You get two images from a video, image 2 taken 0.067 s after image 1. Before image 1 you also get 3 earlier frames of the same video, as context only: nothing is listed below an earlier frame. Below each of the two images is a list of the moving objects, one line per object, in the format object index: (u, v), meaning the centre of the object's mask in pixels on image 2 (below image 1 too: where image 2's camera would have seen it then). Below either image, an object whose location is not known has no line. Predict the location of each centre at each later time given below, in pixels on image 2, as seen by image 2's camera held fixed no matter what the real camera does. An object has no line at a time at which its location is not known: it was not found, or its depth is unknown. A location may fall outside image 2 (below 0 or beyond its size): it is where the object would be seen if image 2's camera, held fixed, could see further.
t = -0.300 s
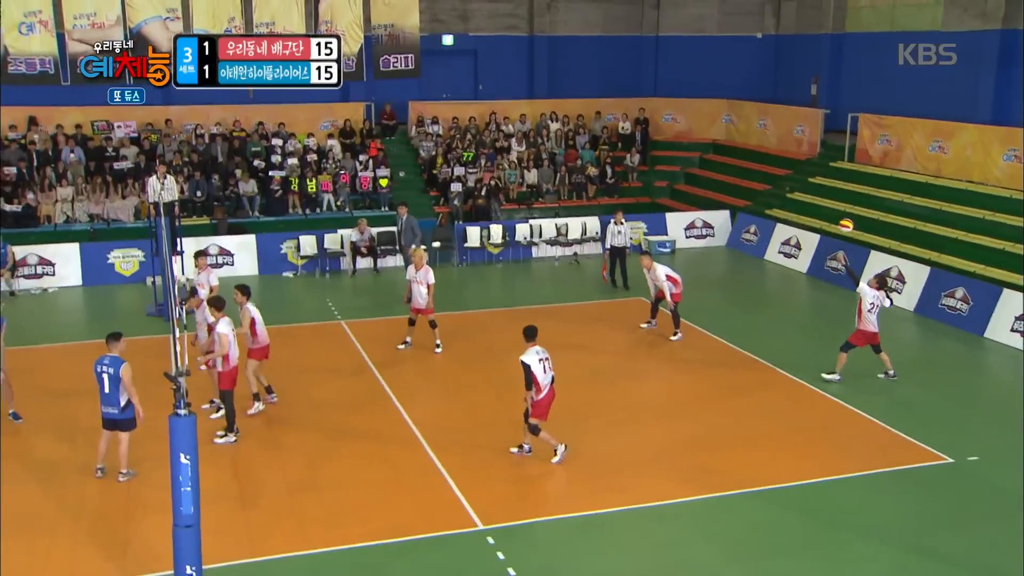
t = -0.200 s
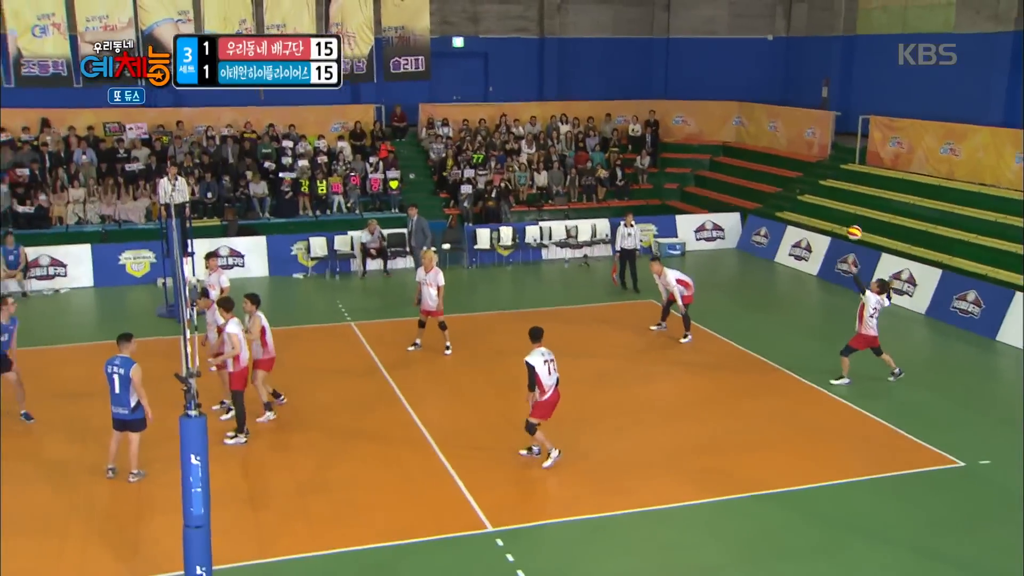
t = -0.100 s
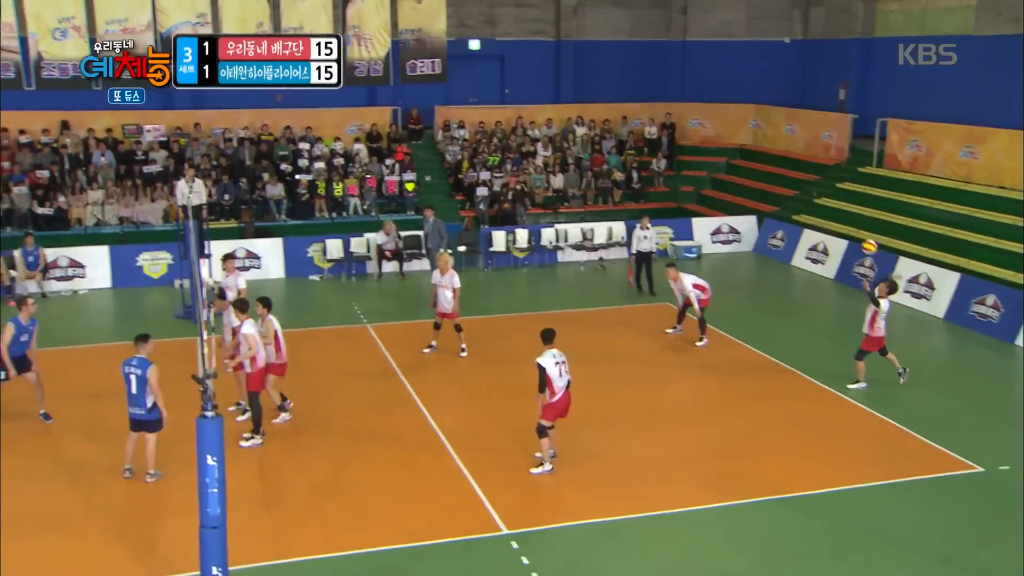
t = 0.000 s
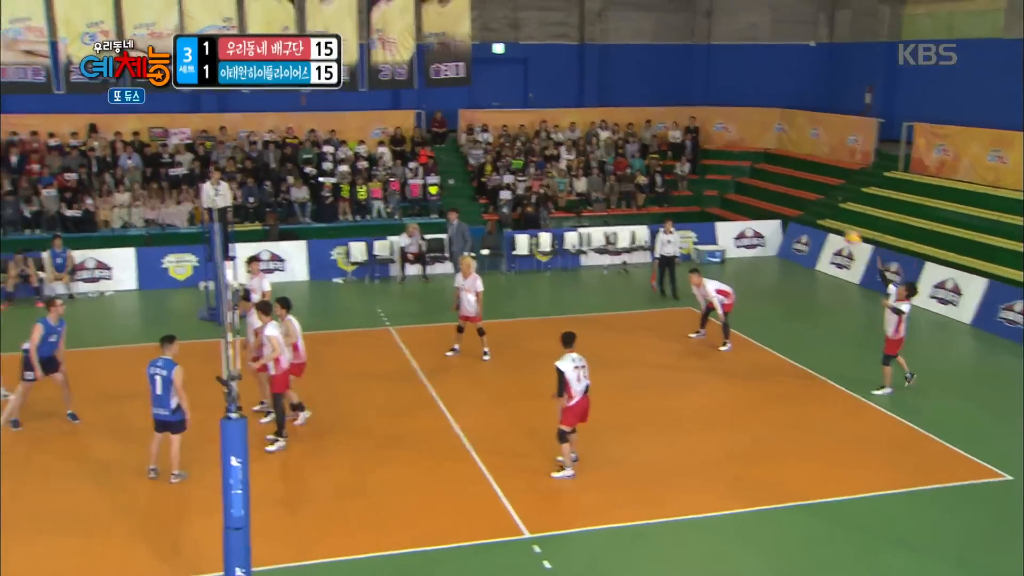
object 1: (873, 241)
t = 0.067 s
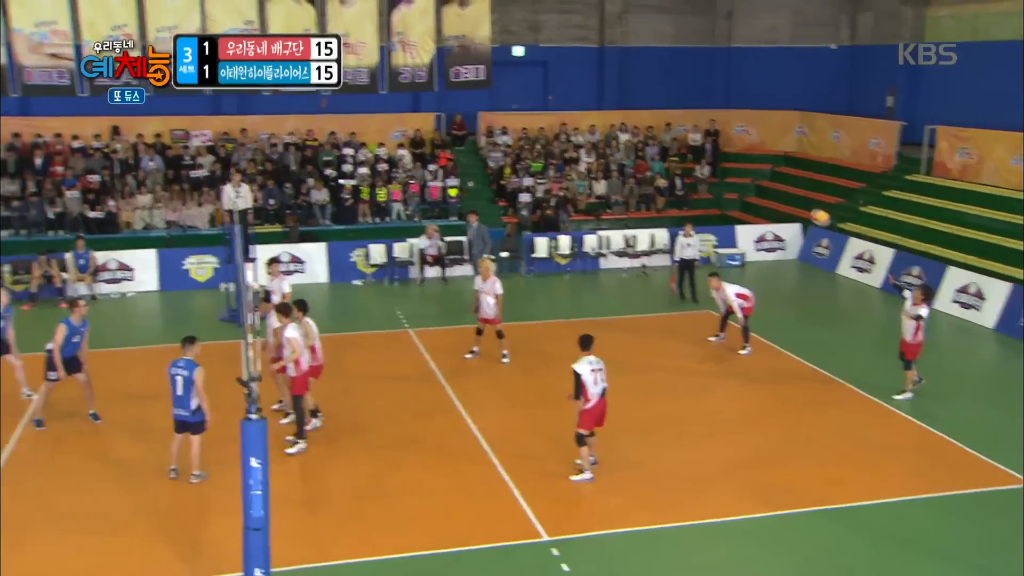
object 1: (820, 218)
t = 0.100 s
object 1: (794, 206)
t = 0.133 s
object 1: (767, 194)
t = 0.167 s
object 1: (740, 184)
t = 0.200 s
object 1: (713, 174)
